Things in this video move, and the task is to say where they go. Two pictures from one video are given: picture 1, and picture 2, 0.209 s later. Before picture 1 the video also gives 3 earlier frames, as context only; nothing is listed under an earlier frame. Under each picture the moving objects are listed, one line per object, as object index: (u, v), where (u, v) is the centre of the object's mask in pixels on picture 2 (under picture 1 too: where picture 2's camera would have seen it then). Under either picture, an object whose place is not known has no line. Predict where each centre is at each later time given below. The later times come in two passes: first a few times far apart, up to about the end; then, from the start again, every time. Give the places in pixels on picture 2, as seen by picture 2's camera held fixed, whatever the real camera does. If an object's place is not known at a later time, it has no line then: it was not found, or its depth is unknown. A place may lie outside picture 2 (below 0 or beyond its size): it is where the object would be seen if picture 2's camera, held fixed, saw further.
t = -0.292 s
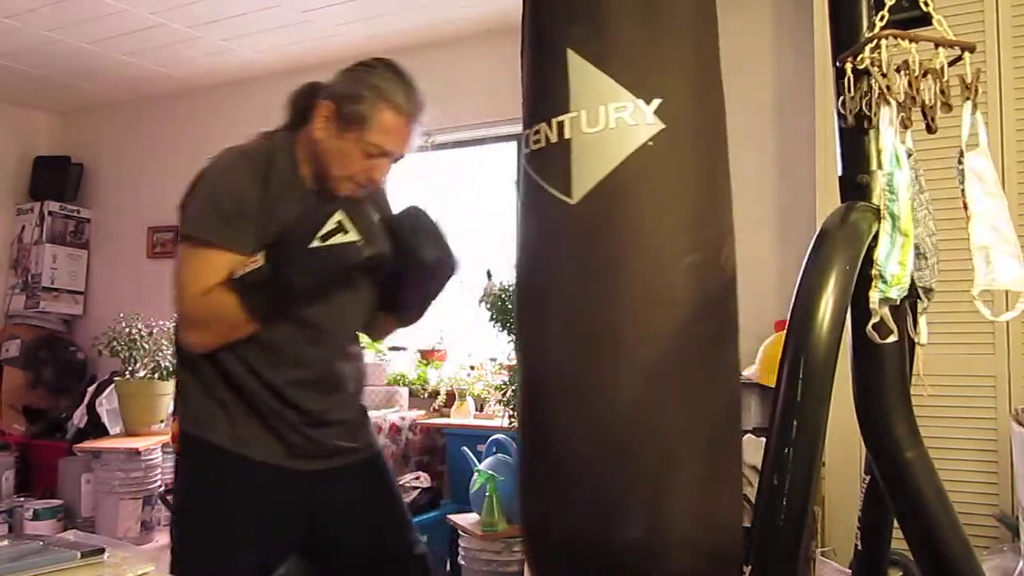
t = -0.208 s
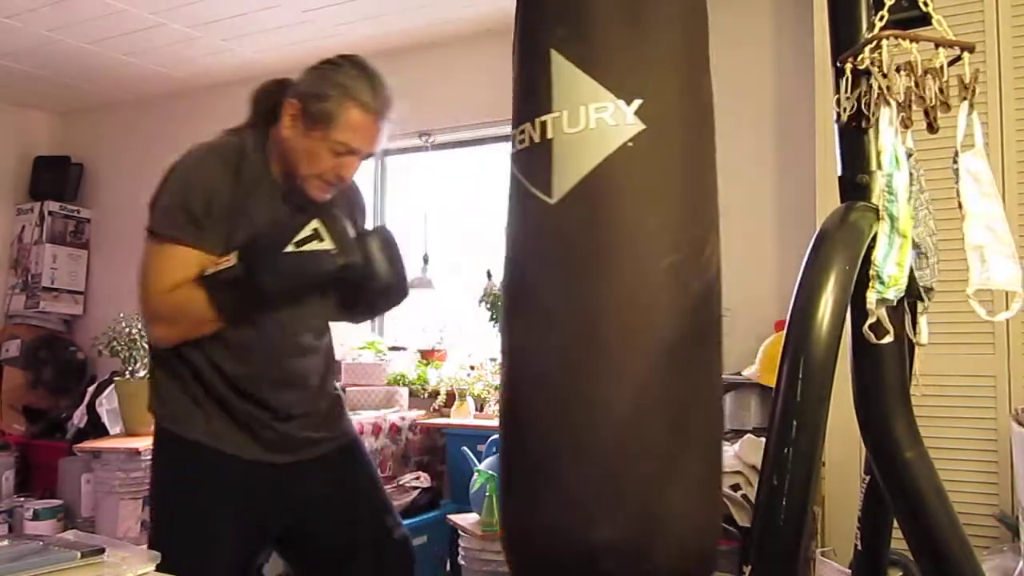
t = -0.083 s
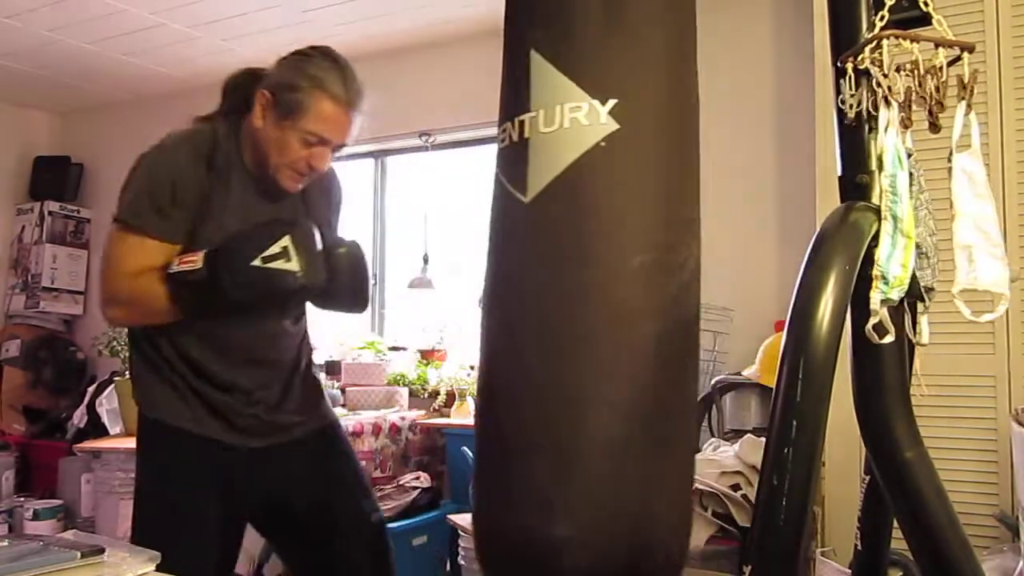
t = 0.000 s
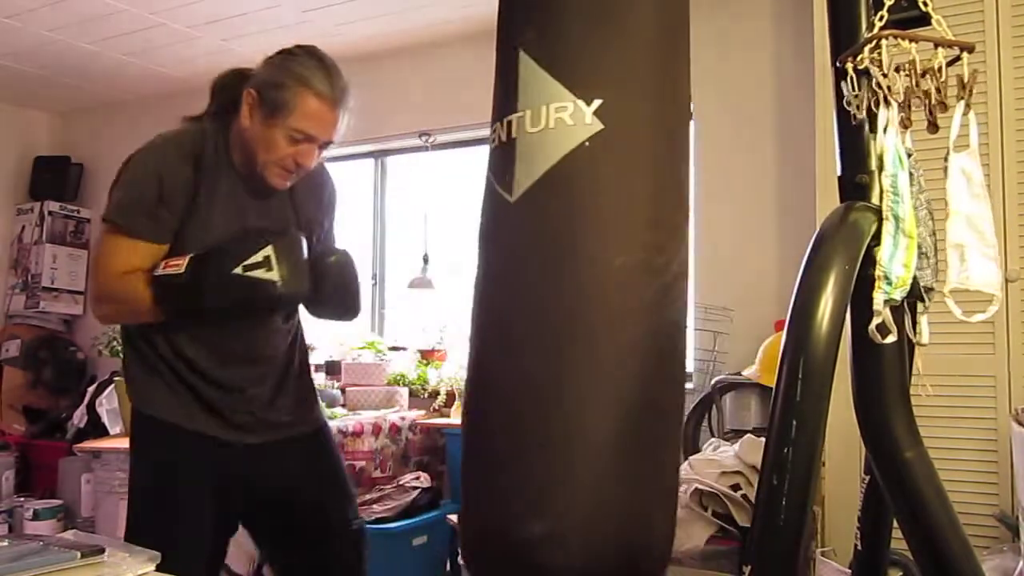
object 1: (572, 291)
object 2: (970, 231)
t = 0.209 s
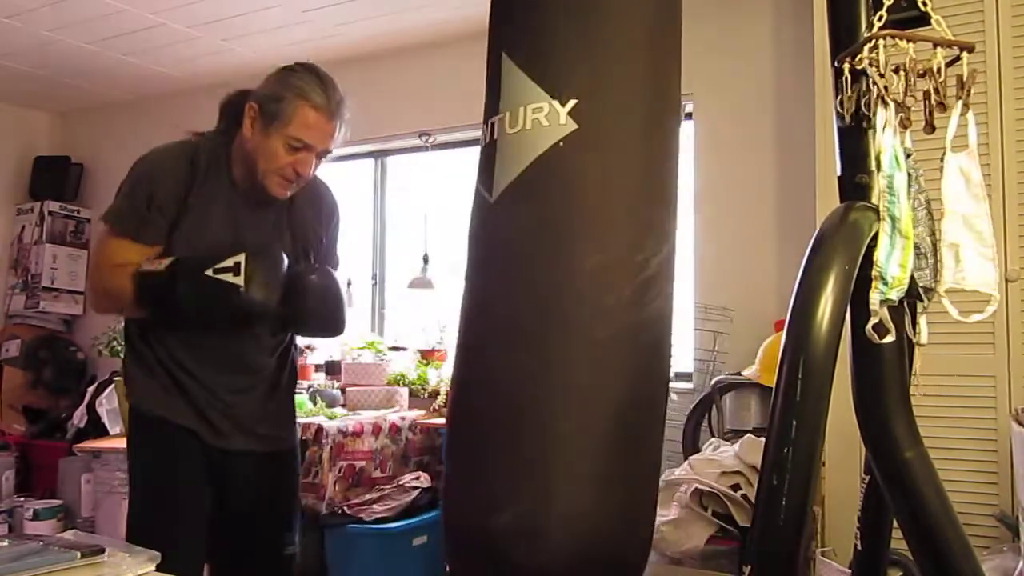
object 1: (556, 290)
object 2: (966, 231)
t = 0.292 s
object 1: (557, 291)
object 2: (971, 230)
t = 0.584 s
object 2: (988, 229)
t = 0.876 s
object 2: (978, 228)
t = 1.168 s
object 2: (969, 228)
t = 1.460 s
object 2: (982, 226)
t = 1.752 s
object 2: (983, 226)
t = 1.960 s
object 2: (971, 226)
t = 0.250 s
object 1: (555, 291)
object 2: (968, 231)
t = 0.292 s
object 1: (557, 291)
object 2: (971, 230)
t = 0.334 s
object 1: (558, 290)
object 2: (973, 231)
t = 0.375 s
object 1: (560, 289)
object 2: (976, 231)
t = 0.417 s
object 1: (566, 290)
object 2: (980, 231)
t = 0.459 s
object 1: (570, 289)
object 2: (982, 231)
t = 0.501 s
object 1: (576, 290)
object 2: (985, 231)
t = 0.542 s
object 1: (584, 291)
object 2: (987, 230)
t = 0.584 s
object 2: (988, 229)
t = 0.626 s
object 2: (988, 228)
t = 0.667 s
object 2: (988, 229)
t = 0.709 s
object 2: (988, 230)
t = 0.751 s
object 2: (986, 230)
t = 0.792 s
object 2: (984, 231)
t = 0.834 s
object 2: (981, 231)
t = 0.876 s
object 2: (978, 228)
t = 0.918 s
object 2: (976, 231)
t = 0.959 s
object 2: (974, 231)
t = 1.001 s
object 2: (971, 231)
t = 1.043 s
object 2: (970, 230)
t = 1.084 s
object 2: (969, 228)
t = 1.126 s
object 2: (968, 228)
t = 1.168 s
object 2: (969, 228)
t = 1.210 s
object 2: (970, 228)
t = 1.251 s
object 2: (971, 228)
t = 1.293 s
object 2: (973, 228)
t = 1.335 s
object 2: (975, 227)
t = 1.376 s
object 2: (978, 227)
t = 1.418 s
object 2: (980, 227)
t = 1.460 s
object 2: (982, 226)
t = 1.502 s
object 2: (984, 226)
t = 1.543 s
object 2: (985, 226)
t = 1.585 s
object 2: (986, 226)
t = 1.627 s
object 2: (986, 225)
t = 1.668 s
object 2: (985, 226)
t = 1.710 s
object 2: (984, 225)
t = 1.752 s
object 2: (983, 226)
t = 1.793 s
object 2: (981, 226)
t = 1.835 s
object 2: (978, 226)
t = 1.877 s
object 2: (980, 235)
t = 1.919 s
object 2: (974, 227)
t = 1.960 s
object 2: (971, 226)
